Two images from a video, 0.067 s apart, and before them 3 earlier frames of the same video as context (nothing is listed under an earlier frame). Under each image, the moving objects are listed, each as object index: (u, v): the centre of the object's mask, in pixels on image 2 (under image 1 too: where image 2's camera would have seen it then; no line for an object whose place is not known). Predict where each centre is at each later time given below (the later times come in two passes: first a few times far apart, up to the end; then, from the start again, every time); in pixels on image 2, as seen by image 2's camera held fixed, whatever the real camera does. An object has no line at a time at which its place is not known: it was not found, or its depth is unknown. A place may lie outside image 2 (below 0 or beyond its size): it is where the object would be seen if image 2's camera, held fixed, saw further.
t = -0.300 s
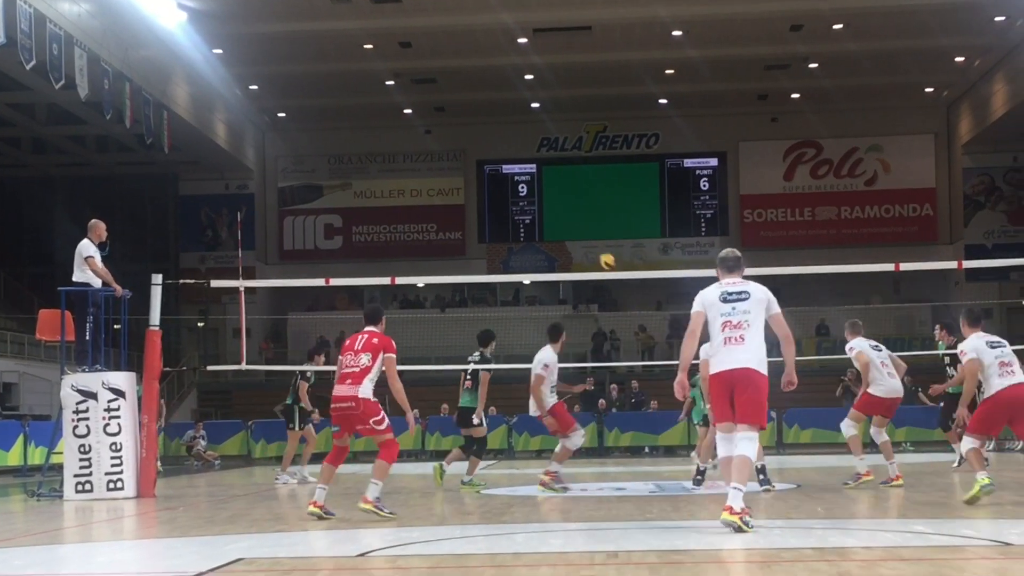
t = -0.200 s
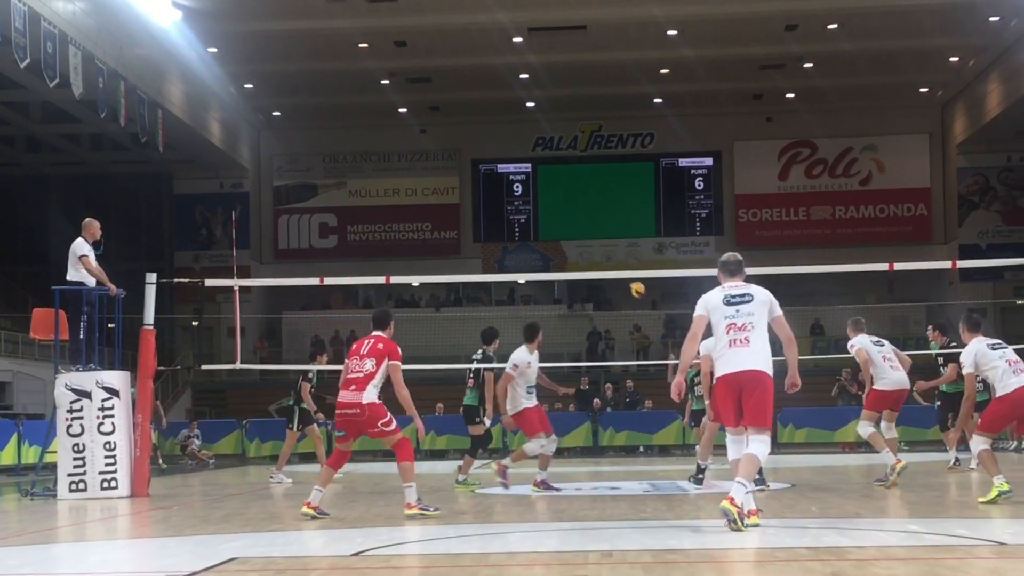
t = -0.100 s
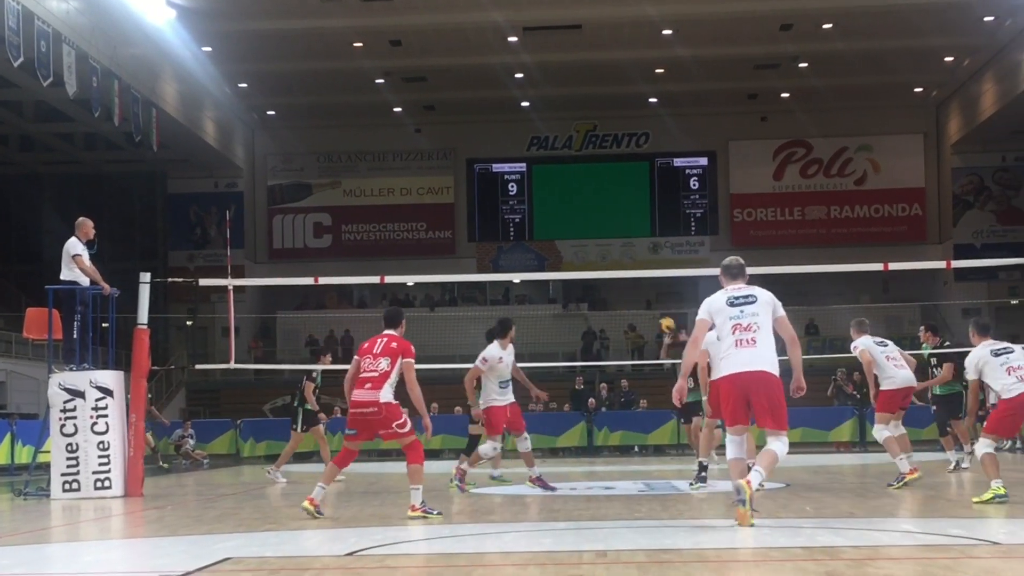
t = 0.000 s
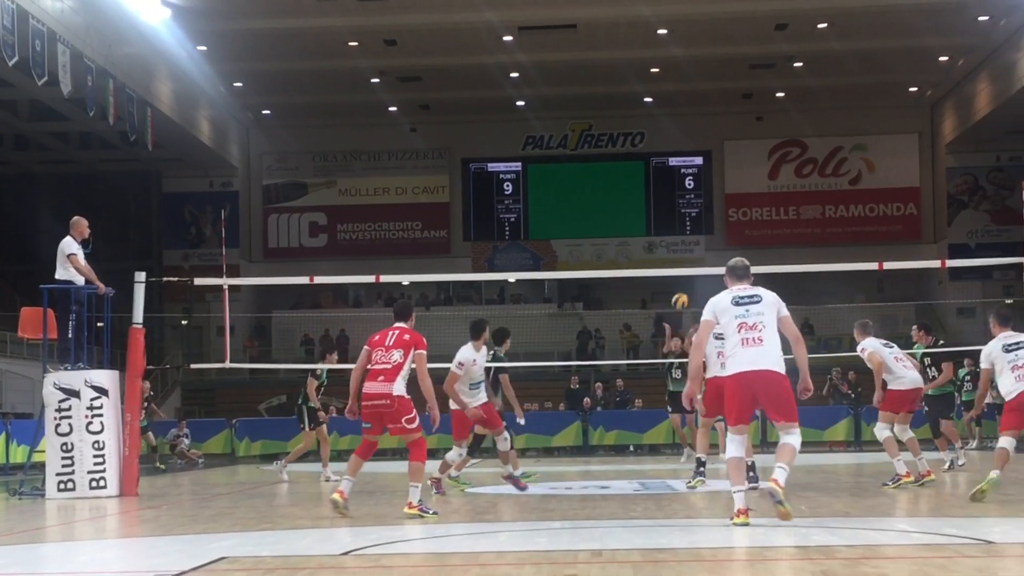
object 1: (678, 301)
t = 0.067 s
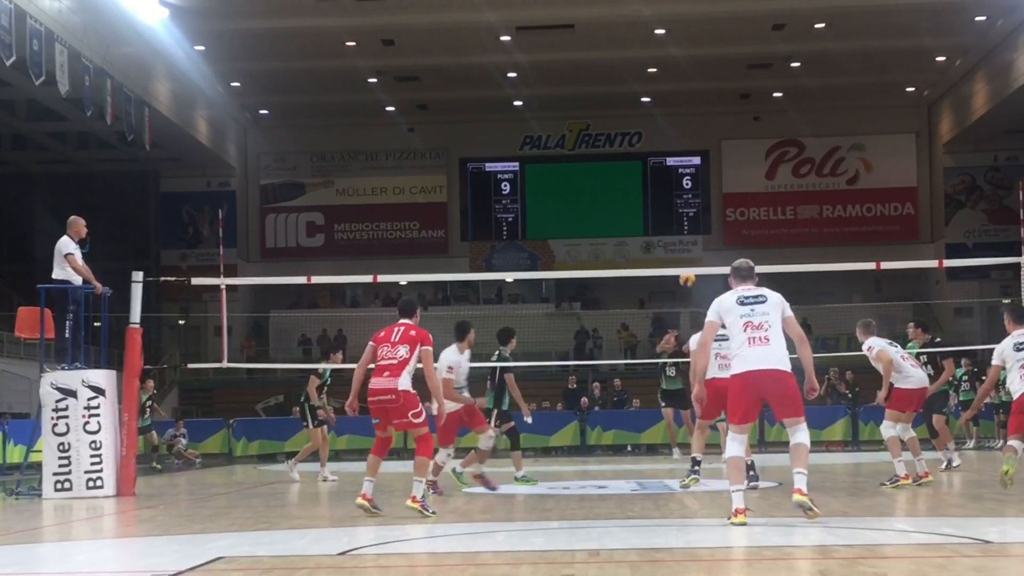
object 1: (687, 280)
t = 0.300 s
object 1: (726, 210)
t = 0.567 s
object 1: (789, 174)
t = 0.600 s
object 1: (798, 173)
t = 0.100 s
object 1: (693, 264)
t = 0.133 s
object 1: (697, 257)
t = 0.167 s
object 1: (702, 246)
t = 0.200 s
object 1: (708, 237)
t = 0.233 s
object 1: (714, 227)
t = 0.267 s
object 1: (720, 218)
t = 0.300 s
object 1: (726, 210)
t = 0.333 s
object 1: (734, 203)
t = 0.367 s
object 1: (741, 196)
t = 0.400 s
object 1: (749, 190)
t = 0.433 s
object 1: (757, 186)
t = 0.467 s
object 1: (765, 182)
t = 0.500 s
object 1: (772, 178)
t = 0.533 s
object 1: (780, 176)
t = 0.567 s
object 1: (789, 174)
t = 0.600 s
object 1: (798, 173)
